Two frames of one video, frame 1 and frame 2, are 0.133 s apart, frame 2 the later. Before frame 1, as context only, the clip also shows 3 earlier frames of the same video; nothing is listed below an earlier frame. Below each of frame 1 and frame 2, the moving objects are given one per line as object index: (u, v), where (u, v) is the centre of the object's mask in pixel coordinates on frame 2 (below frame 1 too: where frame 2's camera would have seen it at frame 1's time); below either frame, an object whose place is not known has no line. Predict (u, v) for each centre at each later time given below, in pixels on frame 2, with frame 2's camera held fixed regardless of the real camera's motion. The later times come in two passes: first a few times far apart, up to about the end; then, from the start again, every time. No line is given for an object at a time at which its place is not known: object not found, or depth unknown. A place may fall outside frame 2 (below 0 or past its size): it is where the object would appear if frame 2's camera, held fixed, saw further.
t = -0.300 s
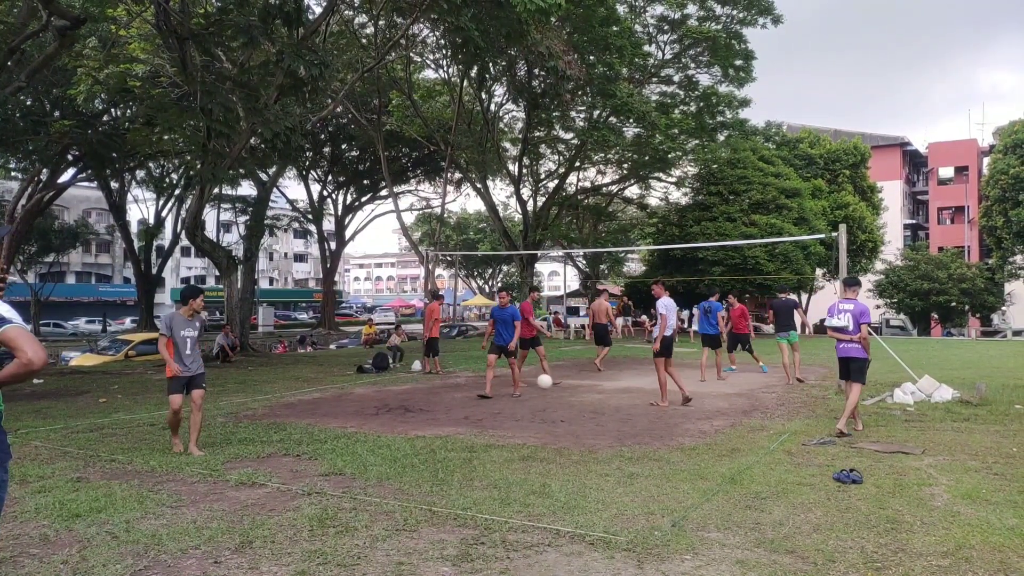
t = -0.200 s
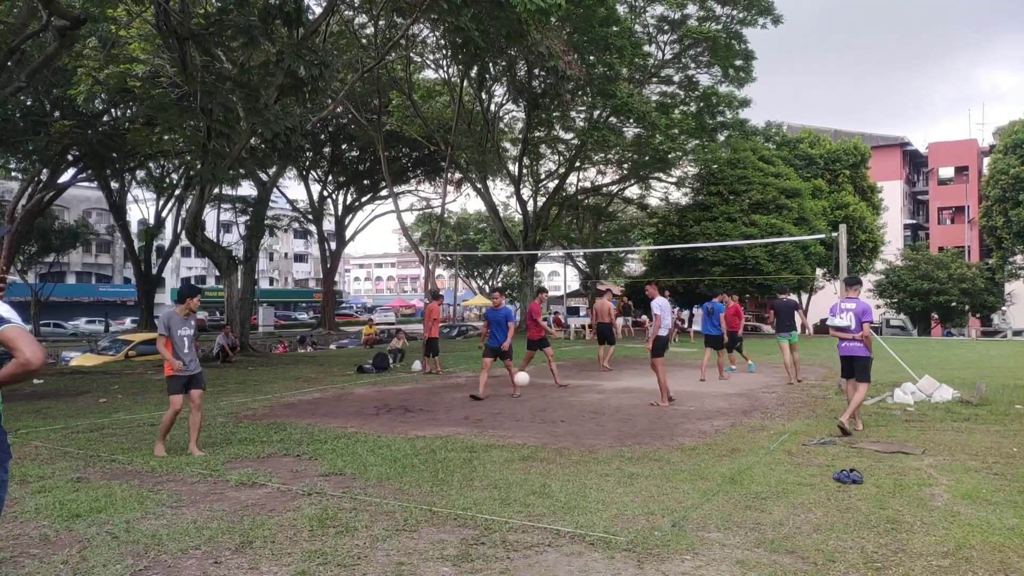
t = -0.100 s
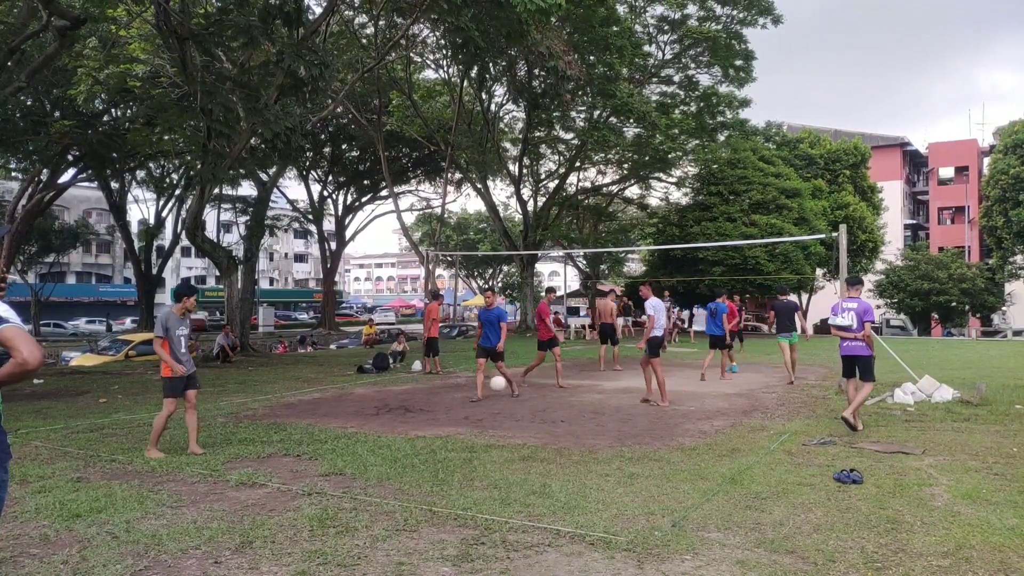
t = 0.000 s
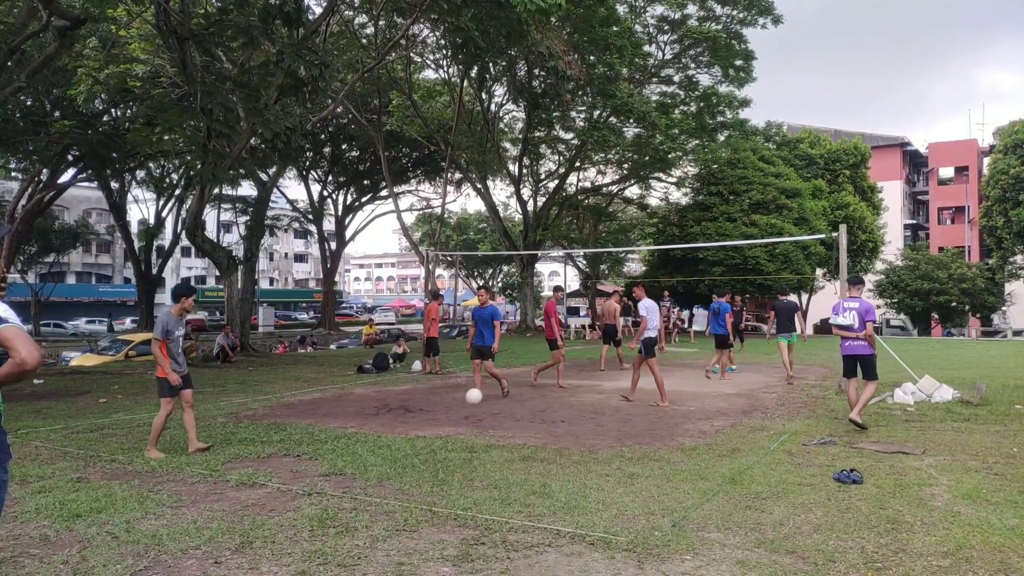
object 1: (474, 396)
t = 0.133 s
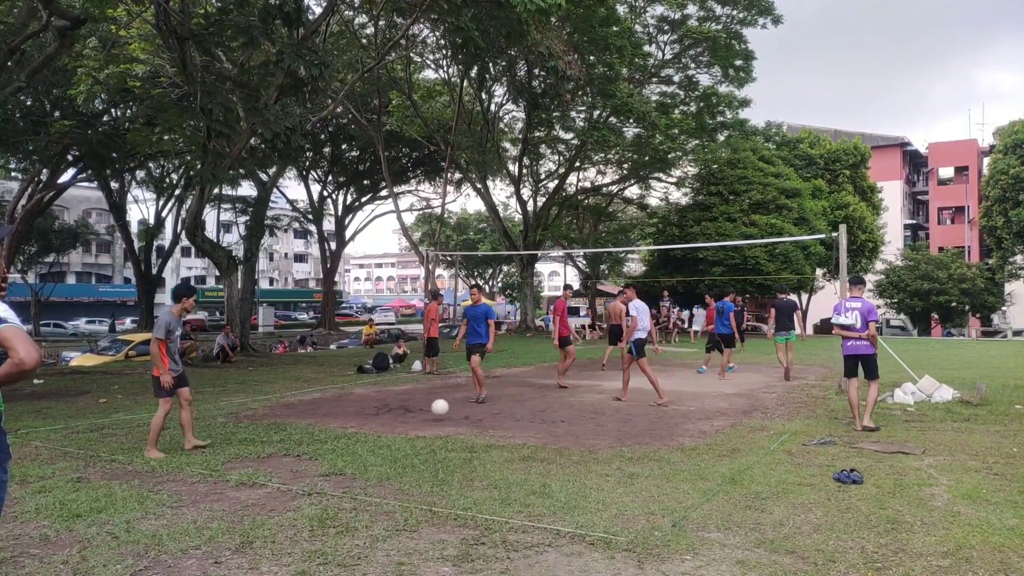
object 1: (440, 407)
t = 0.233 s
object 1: (413, 404)
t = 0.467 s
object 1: (349, 413)
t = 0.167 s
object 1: (431, 405)
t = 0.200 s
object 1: (423, 404)
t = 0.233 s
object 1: (413, 404)
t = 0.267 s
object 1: (404, 405)
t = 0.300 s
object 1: (395, 407)
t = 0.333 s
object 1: (386, 410)
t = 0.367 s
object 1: (376, 413)
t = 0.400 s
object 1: (367, 418)
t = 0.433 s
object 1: (358, 415)
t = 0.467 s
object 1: (349, 413)
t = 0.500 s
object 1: (340, 411)
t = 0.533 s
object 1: (330, 410)
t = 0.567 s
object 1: (321, 410)
